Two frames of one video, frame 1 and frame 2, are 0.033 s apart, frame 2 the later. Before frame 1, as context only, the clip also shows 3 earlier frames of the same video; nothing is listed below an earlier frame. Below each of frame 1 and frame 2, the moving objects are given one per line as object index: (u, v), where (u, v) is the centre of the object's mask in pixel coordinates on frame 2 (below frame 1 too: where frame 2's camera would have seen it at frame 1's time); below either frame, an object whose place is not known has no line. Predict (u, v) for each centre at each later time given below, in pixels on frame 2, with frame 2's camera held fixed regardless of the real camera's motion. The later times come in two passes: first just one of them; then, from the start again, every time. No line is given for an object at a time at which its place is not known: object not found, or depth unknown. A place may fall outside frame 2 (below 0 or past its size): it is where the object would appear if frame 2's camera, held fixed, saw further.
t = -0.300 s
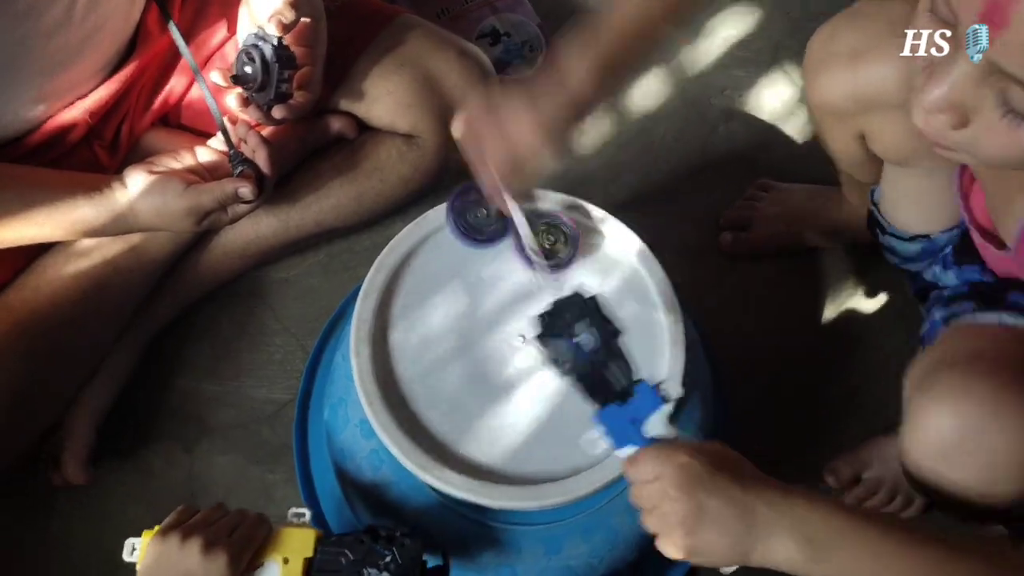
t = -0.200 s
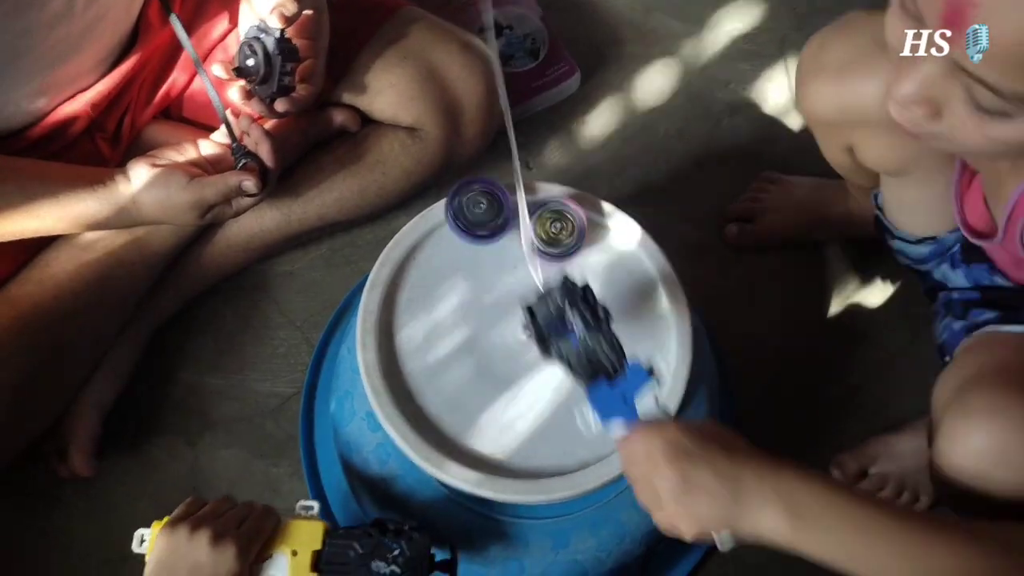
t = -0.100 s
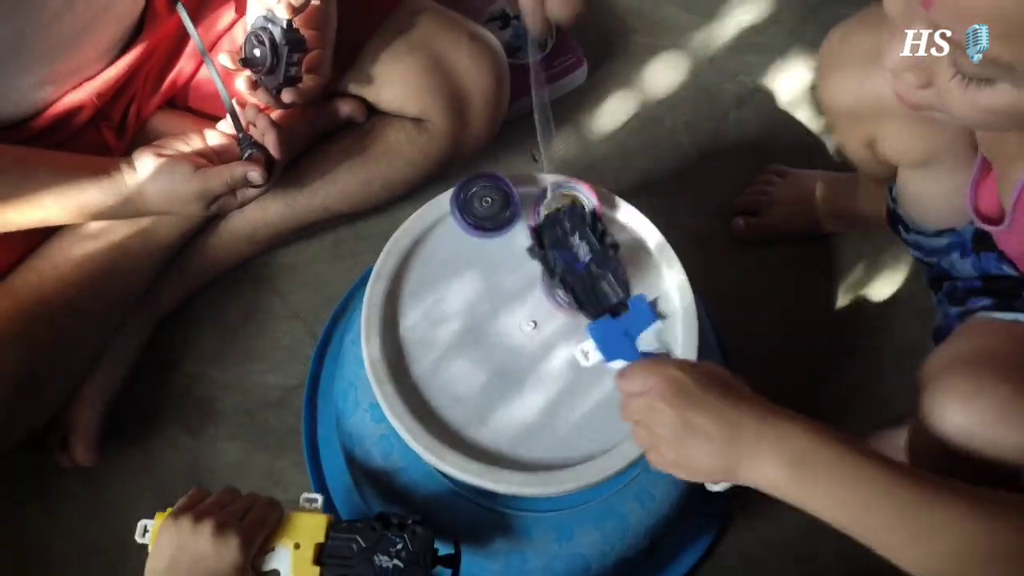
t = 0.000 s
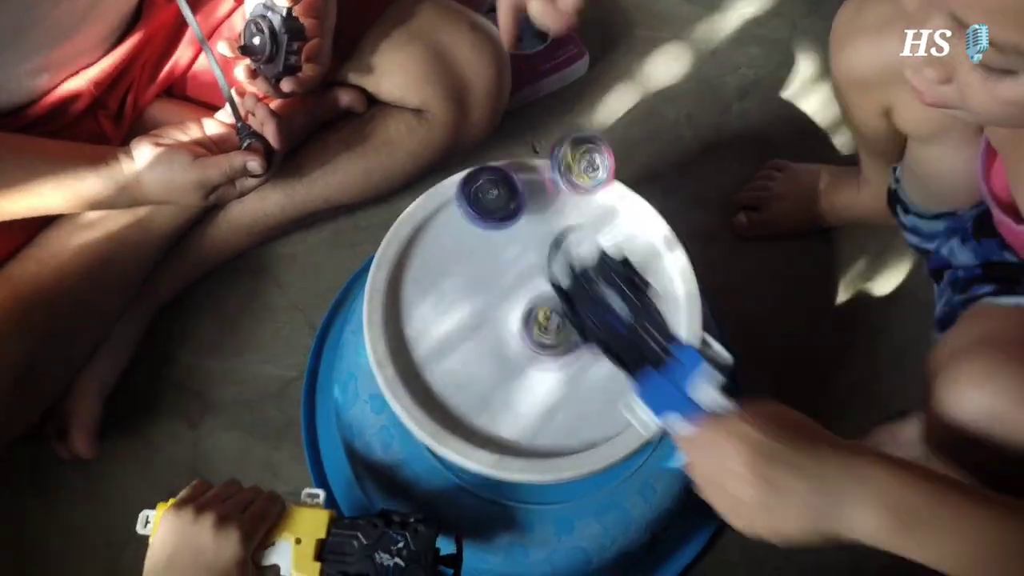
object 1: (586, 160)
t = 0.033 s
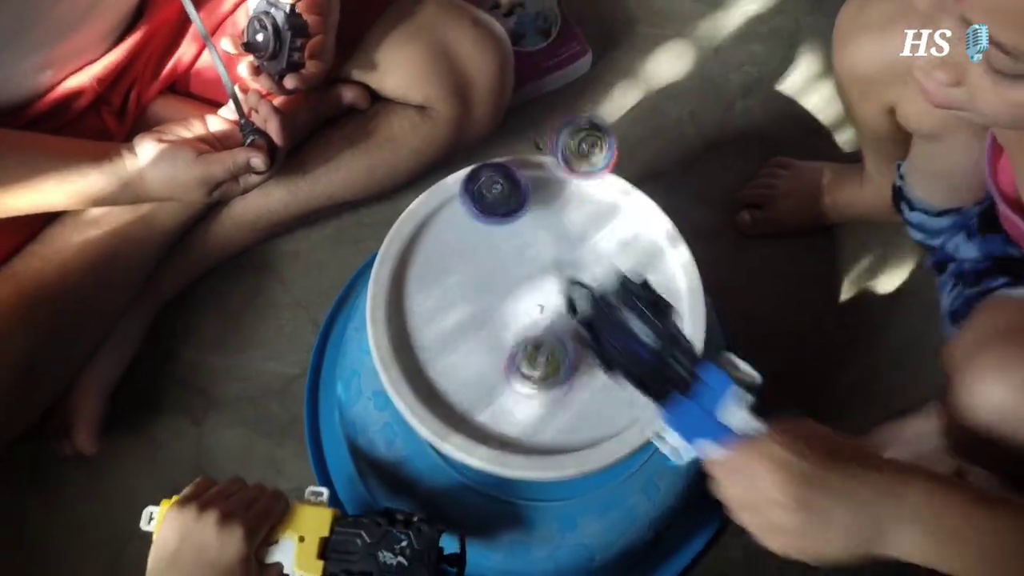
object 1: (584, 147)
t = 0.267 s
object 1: (601, 103)
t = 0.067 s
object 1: (583, 136)
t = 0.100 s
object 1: (588, 122)
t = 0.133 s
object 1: (588, 113)
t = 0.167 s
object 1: (587, 111)
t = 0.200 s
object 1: (587, 115)
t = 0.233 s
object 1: (599, 115)
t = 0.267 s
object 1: (601, 103)
